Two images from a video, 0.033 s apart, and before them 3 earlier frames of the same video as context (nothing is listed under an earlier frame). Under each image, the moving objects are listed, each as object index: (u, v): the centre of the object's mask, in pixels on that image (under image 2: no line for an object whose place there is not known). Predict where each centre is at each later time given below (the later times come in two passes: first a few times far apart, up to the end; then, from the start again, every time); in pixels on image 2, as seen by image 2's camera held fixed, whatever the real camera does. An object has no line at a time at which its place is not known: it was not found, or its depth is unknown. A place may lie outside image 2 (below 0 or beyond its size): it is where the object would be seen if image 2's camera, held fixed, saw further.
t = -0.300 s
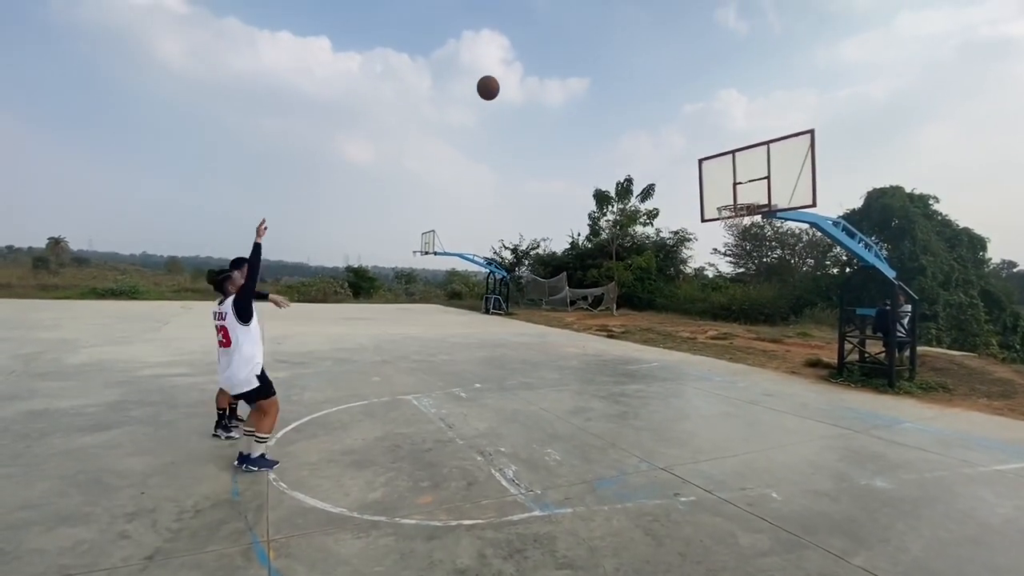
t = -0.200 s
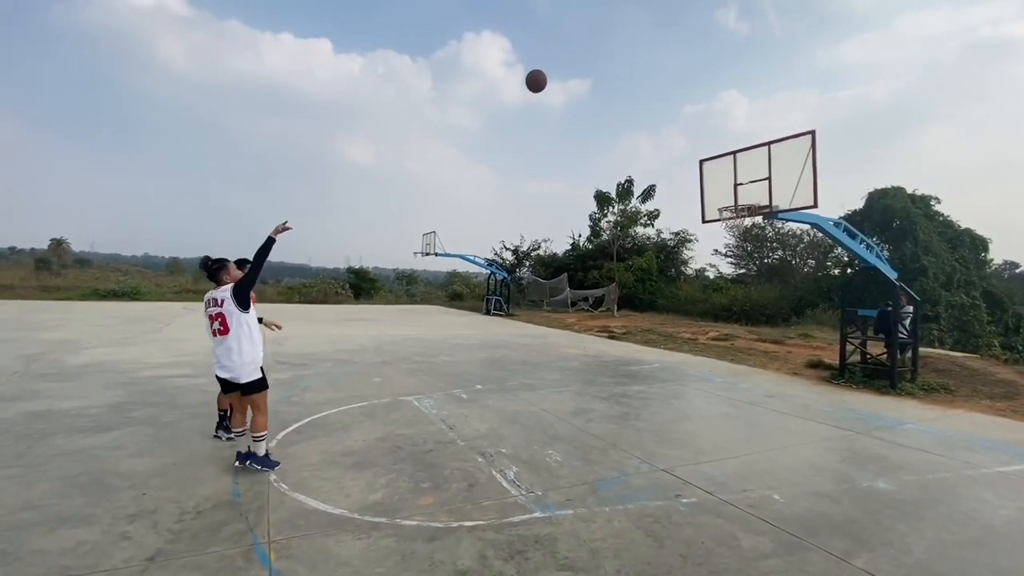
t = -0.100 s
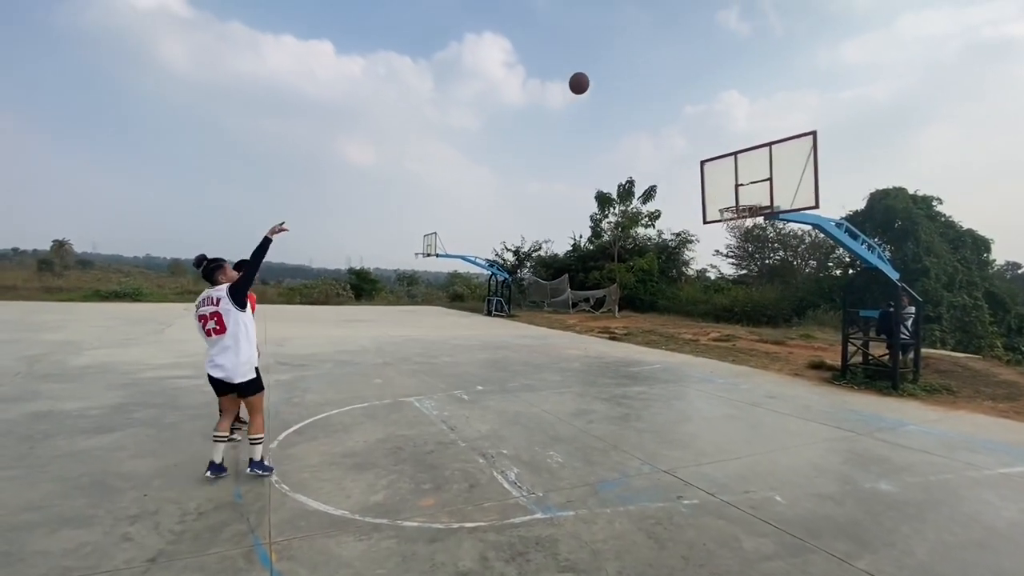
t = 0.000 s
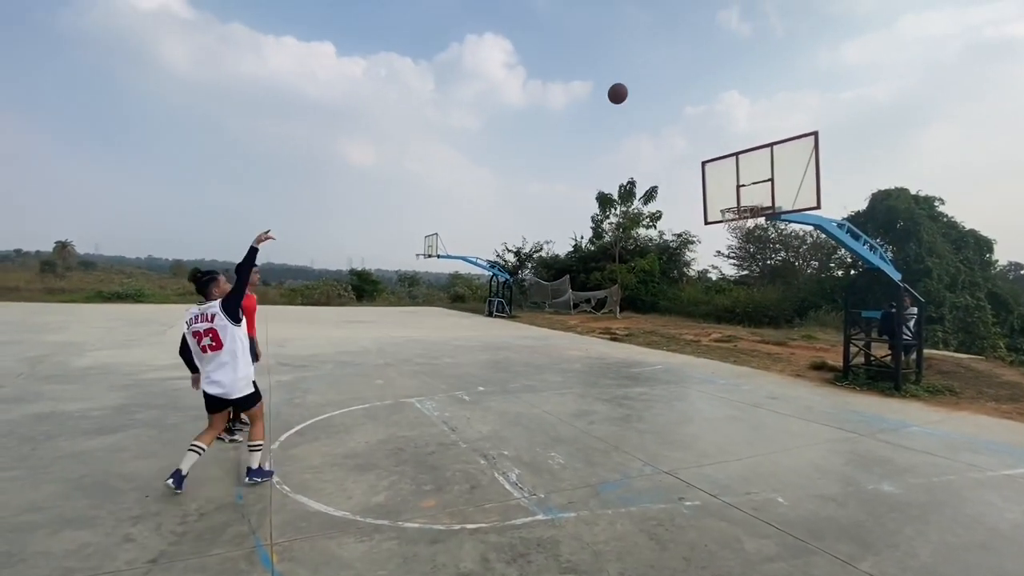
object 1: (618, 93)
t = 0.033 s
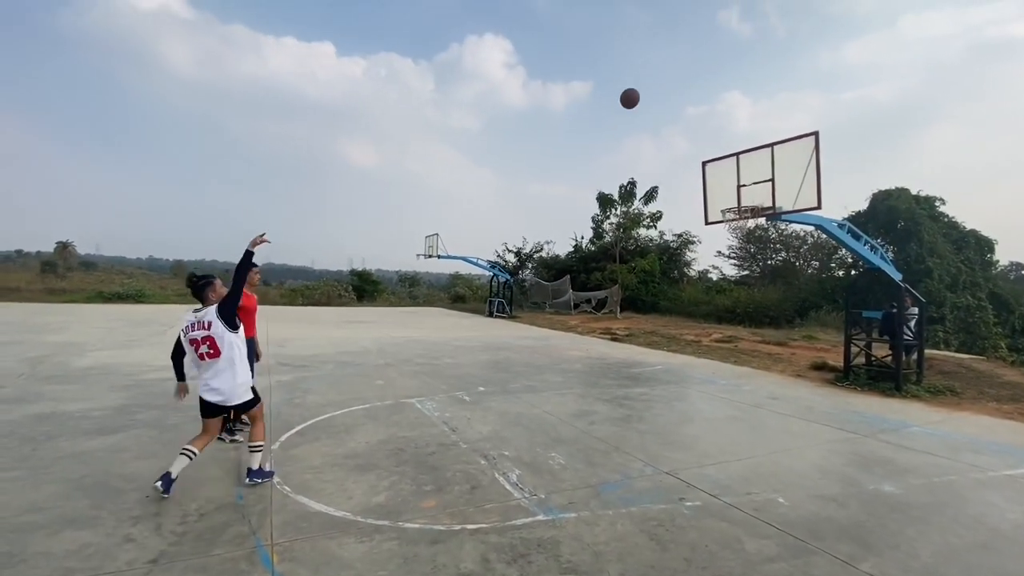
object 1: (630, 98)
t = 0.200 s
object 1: (682, 132)
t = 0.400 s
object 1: (734, 189)
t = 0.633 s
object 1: (728, 172)
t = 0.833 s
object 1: (723, 145)
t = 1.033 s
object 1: (719, 145)
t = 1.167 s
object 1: (716, 160)
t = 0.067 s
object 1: (641, 104)
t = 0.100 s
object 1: (652, 110)
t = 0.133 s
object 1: (662, 116)
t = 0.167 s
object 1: (672, 124)
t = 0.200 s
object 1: (682, 132)
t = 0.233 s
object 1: (691, 140)
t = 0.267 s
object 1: (701, 149)
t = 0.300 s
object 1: (709, 158)
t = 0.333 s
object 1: (718, 168)
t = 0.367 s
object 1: (726, 178)
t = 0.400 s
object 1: (734, 189)
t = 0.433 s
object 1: (742, 199)
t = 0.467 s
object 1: (741, 204)
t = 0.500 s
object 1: (732, 203)
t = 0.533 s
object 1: (730, 195)
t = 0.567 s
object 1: (730, 187)
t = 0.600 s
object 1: (729, 179)
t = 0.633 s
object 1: (728, 172)
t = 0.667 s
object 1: (727, 165)
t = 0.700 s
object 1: (727, 159)
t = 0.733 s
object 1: (725, 155)
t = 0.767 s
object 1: (724, 151)
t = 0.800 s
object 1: (723, 148)
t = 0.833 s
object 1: (723, 145)
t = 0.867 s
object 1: (722, 143)
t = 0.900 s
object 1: (721, 142)
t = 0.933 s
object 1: (720, 141)
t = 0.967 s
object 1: (720, 142)
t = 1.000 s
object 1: (719, 143)
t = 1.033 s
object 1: (719, 145)
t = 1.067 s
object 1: (718, 147)
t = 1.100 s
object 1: (717, 150)
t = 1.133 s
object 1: (716, 155)
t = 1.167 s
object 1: (716, 160)
